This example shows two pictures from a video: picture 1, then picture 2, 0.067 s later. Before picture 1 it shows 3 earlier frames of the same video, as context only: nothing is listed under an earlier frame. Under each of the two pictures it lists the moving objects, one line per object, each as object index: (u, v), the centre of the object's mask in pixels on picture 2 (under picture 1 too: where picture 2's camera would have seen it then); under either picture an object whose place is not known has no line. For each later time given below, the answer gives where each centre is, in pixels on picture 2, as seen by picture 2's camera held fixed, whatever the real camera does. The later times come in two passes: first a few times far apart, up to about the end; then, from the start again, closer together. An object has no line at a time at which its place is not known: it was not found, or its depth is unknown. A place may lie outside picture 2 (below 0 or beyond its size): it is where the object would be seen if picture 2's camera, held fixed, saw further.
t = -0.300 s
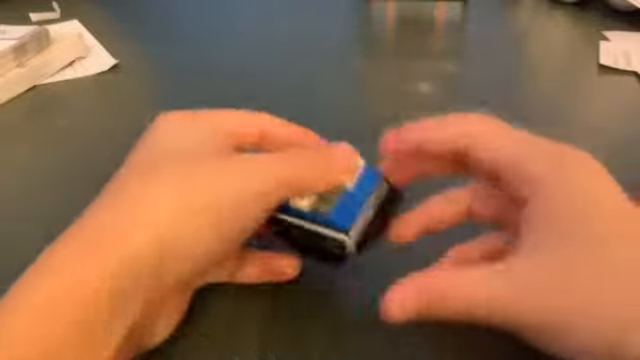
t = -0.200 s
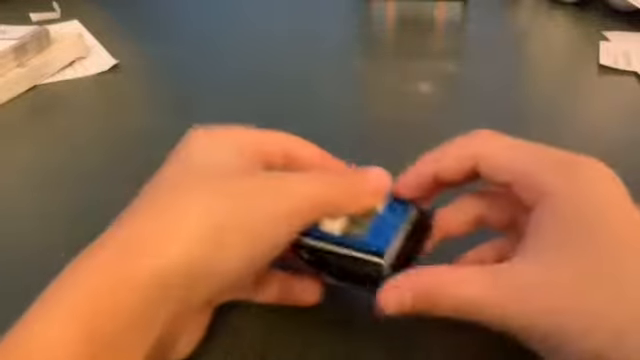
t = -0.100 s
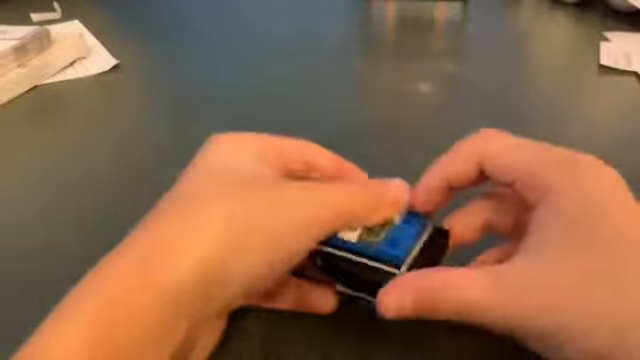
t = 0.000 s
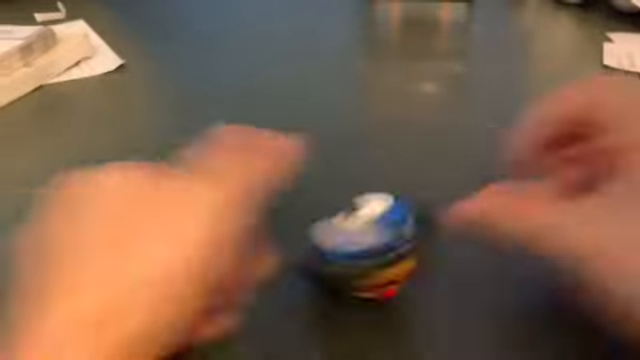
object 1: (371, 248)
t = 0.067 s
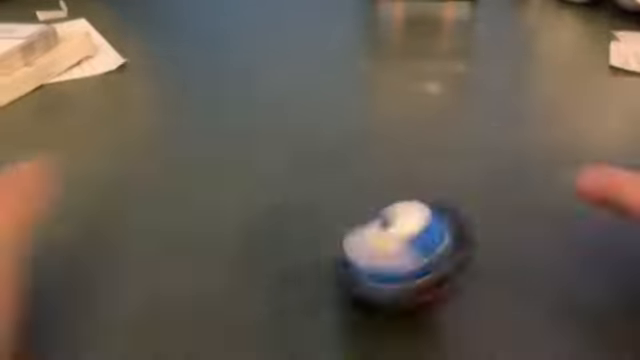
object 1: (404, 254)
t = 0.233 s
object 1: (452, 261)
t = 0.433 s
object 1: (421, 261)
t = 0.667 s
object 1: (398, 279)
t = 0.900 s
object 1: (408, 299)
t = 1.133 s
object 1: (437, 298)
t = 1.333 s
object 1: (449, 288)
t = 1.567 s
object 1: (438, 269)
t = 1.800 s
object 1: (406, 260)
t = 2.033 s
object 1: (382, 270)
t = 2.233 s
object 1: (380, 280)
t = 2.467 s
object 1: (399, 288)
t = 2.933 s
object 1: (373, 248)
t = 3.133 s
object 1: (350, 250)
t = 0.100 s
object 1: (418, 261)
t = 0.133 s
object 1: (431, 263)
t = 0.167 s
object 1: (441, 262)
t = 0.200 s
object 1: (447, 264)
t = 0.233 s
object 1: (452, 261)
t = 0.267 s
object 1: (448, 258)
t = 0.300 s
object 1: (442, 259)
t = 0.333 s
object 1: (436, 255)
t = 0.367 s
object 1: (430, 260)
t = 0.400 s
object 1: (425, 258)
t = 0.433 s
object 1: (421, 261)
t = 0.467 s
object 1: (415, 262)
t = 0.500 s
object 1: (411, 264)
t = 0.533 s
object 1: (408, 266)
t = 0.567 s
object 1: (404, 268)
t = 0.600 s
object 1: (402, 272)
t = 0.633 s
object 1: (399, 272)
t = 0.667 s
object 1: (398, 279)
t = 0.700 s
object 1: (397, 278)
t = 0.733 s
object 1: (397, 286)
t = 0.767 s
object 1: (398, 288)
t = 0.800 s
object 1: (399, 292)
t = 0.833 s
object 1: (401, 293)
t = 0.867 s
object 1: (405, 298)
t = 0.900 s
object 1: (408, 299)
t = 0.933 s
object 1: (413, 302)
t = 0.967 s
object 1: (417, 303)
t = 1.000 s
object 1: (421, 303)
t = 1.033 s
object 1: (425, 303)
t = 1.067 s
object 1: (431, 299)
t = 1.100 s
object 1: (434, 304)
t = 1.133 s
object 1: (437, 298)
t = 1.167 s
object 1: (442, 302)
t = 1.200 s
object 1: (444, 293)
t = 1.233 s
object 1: (447, 297)
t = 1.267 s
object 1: (449, 295)
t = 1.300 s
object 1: (449, 291)
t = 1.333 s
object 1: (449, 288)
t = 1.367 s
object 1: (449, 280)
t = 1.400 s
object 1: (449, 282)
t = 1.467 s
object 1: (447, 277)
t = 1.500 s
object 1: (444, 276)
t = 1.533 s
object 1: (440, 269)
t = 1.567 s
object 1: (438, 269)
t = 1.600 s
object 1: (434, 267)
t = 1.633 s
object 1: (429, 264)
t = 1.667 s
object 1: (425, 263)
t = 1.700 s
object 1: (419, 261)
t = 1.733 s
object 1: (415, 261)
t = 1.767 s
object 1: (411, 259)
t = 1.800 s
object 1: (406, 260)
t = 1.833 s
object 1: (400, 258)
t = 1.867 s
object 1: (395, 261)
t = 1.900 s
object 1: (392, 261)
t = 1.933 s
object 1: (389, 262)
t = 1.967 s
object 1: (386, 265)
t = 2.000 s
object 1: (383, 265)
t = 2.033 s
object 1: (382, 270)
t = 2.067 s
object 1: (379, 267)
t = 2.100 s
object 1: (378, 274)
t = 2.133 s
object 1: (378, 276)
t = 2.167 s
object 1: (379, 280)
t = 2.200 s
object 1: (379, 283)
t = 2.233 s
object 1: (380, 280)
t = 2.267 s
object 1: (382, 287)
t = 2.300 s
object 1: (386, 287)
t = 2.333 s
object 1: (389, 289)
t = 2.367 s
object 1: (392, 290)
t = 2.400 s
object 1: (394, 290)
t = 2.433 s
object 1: (398, 291)
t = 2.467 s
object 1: (399, 288)
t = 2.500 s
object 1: (404, 288)
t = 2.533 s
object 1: (406, 285)
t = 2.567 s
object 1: (406, 284)
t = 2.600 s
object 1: (409, 280)
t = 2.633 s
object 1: (406, 271)
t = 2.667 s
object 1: (406, 273)
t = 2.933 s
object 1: (373, 248)
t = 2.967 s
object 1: (368, 247)
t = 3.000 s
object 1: (364, 248)
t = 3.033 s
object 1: (360, 247)
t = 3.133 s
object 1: (350, 250)
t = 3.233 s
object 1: (344, 254)
